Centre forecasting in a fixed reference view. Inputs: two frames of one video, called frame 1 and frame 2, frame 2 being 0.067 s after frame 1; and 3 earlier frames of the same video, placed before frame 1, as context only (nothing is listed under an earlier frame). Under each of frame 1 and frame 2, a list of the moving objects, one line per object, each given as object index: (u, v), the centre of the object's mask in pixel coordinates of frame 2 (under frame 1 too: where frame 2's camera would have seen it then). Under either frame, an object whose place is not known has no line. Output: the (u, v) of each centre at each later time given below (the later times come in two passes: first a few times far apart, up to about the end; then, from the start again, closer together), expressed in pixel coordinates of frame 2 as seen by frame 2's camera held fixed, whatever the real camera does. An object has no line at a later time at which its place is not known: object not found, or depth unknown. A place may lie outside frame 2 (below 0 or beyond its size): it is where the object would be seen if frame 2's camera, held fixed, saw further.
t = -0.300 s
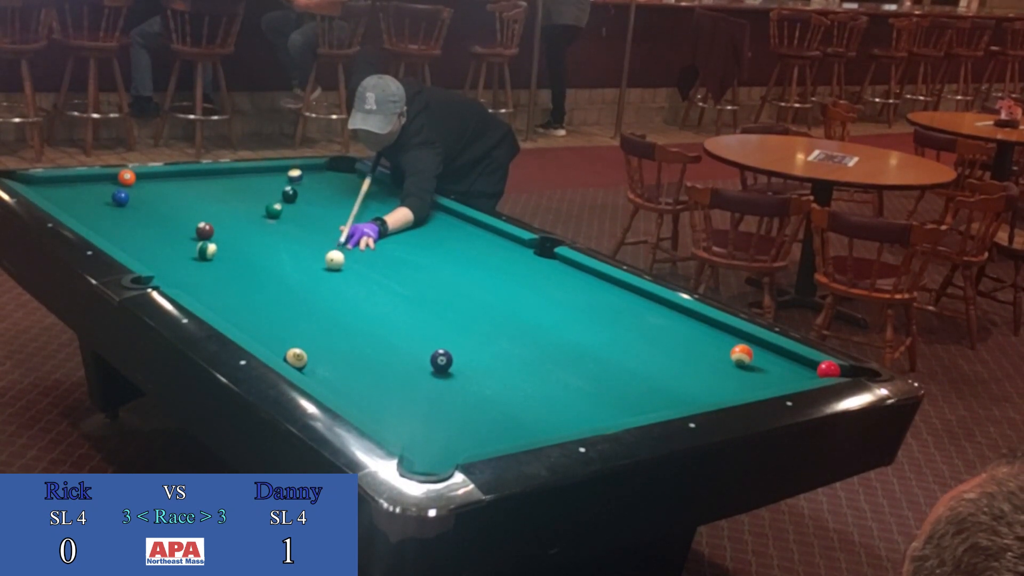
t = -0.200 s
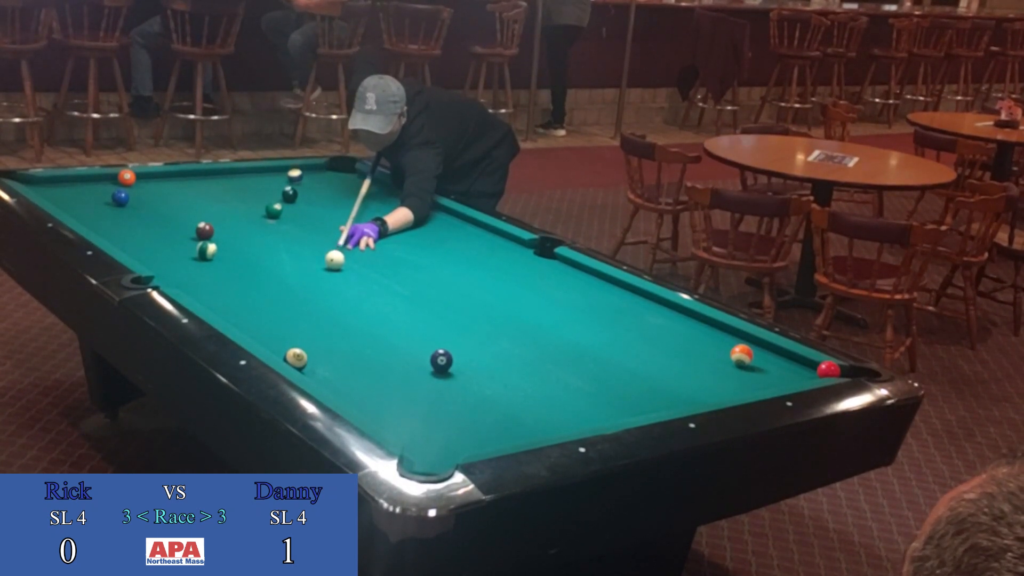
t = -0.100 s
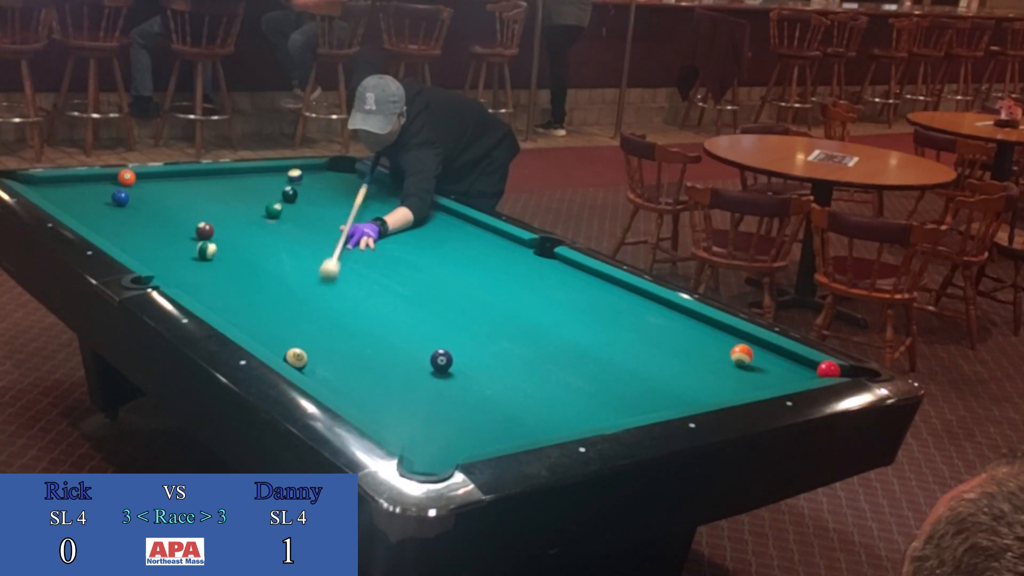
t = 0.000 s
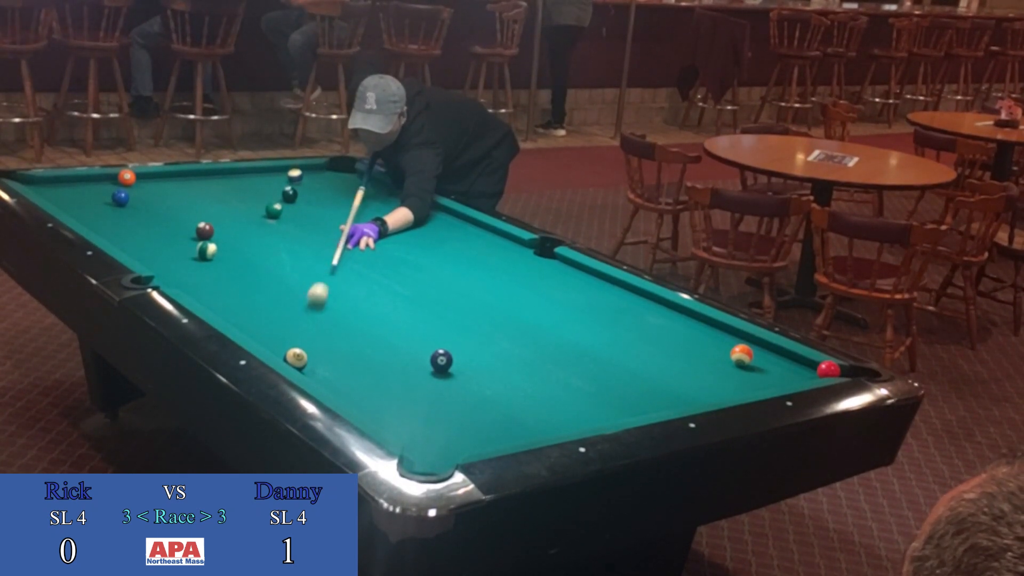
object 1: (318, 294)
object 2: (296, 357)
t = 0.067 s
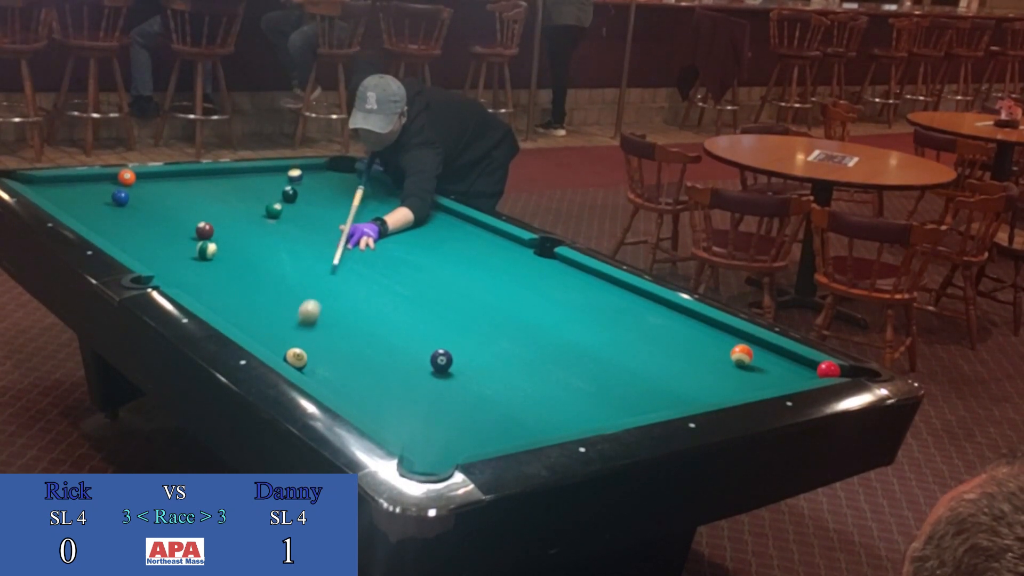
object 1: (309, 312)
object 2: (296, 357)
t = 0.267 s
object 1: (283, 349)
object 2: (316, 370)
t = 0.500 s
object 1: (322, 347)
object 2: (407, 410)
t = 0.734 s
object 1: (358, 347)
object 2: (493, 439)
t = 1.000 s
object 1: (396, 348)
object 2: (486, 414)
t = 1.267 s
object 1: (430, 347)
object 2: (483, 392)
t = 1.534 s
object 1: (463, 349)
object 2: (477, 371)
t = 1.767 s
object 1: (491, 349)
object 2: (473, 352)
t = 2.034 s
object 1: (516, 350)
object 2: (468, 338)
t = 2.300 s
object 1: (540, 350)
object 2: (464, 323)
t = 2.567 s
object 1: (561, 350)
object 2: (460, 310)
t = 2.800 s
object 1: (578, 350)
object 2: (458, 300)
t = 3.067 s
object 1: (594, 350)
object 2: (456, 290)
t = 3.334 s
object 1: (608, 350)
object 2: (453, 280)
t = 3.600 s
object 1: (619, 349)
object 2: (451, 272)
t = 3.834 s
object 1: (627, 349)
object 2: (448, 264)
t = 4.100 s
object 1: (633, 349)
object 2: (447, 257)
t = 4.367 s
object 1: (638, 349)
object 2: (444, 253)
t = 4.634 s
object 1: (640, 348)
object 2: (443, 247)
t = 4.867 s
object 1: (640, 348)
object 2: (442, 242)
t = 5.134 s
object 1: (640, 347)
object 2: (440, 239)
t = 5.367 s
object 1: (640, 348)
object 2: (439, 234)
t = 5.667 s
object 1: (640, 348)
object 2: (437, 232)
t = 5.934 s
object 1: (640, 348)
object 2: (437, 229)
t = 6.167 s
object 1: (640, 348)
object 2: (435, 226)
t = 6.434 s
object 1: (640, 348)
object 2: (433, 225)
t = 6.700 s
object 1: (640, 348)
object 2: (433, 225)
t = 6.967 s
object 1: (640, 348)
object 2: (432, 225)
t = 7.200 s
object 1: (640, 348)
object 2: (431, 224)
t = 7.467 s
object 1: (640, 348)
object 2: (431, 224)
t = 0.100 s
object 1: (305, 320)
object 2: (296, 357)
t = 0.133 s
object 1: (300, 329)
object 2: (296, 358)
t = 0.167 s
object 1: (296, 338)
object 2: (296, 358)
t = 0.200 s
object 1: (290, 344)
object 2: (297, 358)
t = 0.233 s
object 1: (282, 349)
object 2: (302, 363)
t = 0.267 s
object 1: (283, 349)
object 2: (316, 370)
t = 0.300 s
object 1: (288, 349)
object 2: (330, 378)
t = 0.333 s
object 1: (294, 348)
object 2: (344, 385)
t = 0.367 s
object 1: (300, 347)
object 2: (357, 392)
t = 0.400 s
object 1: (305, 347)
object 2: (367, 395)
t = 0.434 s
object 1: (311, 347)
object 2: (381, 399)
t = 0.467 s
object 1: (316, 347)
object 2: (396, 405)
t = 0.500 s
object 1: (322, 347)
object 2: (407, 410)
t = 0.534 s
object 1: (327, 347)
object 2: (419, 416)
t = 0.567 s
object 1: (332, 347)
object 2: (431, 418)
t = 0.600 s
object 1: (338, 347)
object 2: (446, 424)
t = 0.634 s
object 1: (343, 347)
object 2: (460, 430)
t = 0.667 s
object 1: (348, 347)
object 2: (472, 436)
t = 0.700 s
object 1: (353, 347)
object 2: (484, 438)
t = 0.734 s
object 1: (358, 347)
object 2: (493, 439)
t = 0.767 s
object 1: (363, 347)
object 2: (491, 435)
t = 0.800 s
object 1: (368, 348)
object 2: (494, 435)
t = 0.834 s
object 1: (372, 348)
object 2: (494, 433)
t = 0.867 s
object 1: (377, 348)
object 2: (492, 428)
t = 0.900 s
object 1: (382, 348)
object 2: (490, 420)
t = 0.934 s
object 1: (387, 348)
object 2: (491, 422)
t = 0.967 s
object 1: (392, 348)
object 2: (489, 419)
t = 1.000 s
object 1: (396, 348)
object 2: (486, 414)
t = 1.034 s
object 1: (401, 348)
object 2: (488, 413)
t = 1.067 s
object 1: (405, 348)
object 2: (488, 410)
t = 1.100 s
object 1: (410, 348)
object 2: (487, 407)
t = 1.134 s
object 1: (414, 348)
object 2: (486, 402)
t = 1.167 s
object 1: (418, 348)
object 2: (484, 395)
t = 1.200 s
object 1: (422, 348)
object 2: (485, 398)
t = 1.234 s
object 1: (426, 347)
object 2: (484, 395)
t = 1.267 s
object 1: (430, 347)
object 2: (483, 392)
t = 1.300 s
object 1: (434, 345)
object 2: (480, 386)
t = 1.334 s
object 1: (439, 345)
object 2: (481, 386)
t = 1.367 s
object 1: (444, 345)
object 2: (481, 384)
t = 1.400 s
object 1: (449, 346)
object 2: (481, 381)
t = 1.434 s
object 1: (453, 347)
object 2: (480, 376)
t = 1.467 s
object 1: (457, 348)
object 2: (479, 375)
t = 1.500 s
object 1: (460, 348)
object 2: (478, 373)
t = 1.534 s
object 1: (463, 349)
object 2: (477, 371)
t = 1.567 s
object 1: (467, 348)
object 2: (476, 369)
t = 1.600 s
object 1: (471, 347)
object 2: (474, 364)
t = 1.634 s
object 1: (475, 346)
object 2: (475, 363)
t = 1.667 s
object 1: (480, 345)
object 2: (475, 361)
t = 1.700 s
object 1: (484, 346)
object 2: (475, 360)
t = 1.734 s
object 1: (488, 348)
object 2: (474, 357)
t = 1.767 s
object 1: (491, 349)
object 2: (473, 352)
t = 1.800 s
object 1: (493, 349)
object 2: (472, 352)
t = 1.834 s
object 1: (496, 349)
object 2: (472, 350)
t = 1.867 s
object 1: (500, 349)
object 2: (471, 349)
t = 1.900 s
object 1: (503, 349)
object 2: (470, 346)
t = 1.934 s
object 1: (506, 349)
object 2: (469, 343)
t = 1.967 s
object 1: (510, 349)
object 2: (469, 341)
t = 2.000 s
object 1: (513, 349)
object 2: (468, 340)
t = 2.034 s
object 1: (516, 350)
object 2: (468, 338)
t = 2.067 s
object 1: (519, 349)
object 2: (468, 337)
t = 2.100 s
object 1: (522, 349)
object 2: (468, 333)
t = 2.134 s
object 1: (525, 349)
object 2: (467, 331)
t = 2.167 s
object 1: (528, 349)
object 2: (466, 330)
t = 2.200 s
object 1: (531, 349)
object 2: (466, 328)
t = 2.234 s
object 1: (534, 349)
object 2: (466, 326)
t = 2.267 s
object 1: (537, 349)
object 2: (465, 326)
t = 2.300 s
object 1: (540, 350)
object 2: (464, 323)
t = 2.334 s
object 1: (543, 350)
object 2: (463, 321)
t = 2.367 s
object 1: (545, 350)
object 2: (463, 320)
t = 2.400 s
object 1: (548, 350)
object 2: (462, 318)
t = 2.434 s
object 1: (551, 350)
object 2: (462, 317)
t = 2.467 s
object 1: (553, 350)
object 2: (462, 316)
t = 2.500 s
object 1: (556, 350)
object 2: (462, 314)
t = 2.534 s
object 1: (558, 350)
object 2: (461, 312)
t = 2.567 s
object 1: (561, 350)
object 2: (460, 310)
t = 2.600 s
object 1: (564, 350)
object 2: (460, 309)
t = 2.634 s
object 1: (566, 350)
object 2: (460, 307)
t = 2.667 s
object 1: (568, 350)
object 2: (459, 307)
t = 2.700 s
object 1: (571, 350)
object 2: (459, 305)
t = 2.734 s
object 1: (573, 350)
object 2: (458, 303)
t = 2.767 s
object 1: (575, 350)
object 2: (458, 302)
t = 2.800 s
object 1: (578, 350)
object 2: (458, 300)
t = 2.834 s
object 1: (580, 350)
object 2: (458, 299)
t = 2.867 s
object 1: (582, 350)
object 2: (457, 298)
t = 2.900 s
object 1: (585, 350)
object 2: (457, 297)
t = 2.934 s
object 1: (586, 350)
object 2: (457, 296)
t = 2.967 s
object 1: (588, 350)
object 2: (457, 294)
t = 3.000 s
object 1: (590, 350)
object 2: (456, 292)
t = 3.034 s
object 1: (592, 350)
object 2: (456, 291)
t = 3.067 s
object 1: (594, 350)
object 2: (456, 290)
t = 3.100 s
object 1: (596, 350)
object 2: (455, 289)
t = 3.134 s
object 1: (598, 350)
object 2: (455, 288)
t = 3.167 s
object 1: (600, 350)
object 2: (455, 287)
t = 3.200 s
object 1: (601, 350)
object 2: (454, 285)
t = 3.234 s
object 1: (603, 350)
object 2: (453, 283)
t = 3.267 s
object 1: (605, 350)
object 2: (453, 282)
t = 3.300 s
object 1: (606, 350)
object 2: (453, 282)
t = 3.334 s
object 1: (608, 350)
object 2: (453, 280)
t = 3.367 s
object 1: (609, 350)
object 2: (452, 279)
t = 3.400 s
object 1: (611, 350)
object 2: (452, 279)
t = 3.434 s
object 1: (613, 349)
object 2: (452, 278)
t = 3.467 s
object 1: (614, 349)
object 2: (452, 276)
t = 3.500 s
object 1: (615, 350)
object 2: (452, 275)
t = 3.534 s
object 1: (617, 350)
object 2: (451, 274)
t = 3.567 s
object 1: (618, 350)
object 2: (451, 273)
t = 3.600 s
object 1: (619, 349)
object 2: (451, 272)
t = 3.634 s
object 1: (620, 349)
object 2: (450, 271)
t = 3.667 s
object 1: (621, 349)
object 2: (450, 270)
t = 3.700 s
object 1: (622, 349)
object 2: (450, 270)
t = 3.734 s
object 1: (623, 349)
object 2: (449, 269)
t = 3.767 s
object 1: (625, 349)
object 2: (449, 267)
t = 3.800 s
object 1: (626, 349)
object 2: (448, 265)
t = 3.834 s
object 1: (627, 349)
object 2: (448, 264)
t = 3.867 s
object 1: (628, 349)
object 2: (448, 264)
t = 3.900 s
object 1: (628, 349)
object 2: (448, 263)
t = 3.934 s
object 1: (629, 349)
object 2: (447, 262)
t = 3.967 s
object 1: (630, 349)
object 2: (447, 262)
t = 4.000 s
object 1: (631, 349)
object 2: (447, 262)
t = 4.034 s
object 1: (632, 349)
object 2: (447, 261)
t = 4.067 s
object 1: (633, 349)
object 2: (447, 259)
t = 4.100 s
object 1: (633, 349)
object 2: (447, 257)
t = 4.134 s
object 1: (634, 349)
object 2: (446, 257)
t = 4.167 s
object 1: (635, 349)
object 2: (446, 256)
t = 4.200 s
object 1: (635, 349)
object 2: (446, 256)
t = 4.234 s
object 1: (636, 349)
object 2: (445, 255)
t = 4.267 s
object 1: (637, 348)
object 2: (445, 254)
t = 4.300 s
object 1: (637, 348)
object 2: (445, 254)
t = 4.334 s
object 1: (638, 349)
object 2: (444, 254)
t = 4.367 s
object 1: (638, 349)
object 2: (444, 253)
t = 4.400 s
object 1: (638, 348)
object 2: (444, 251)
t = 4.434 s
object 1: (639, 348)
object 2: (444, 250)
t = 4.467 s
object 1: (639, 348)
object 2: (443, 249)
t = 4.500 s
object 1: (639, 348)
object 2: (443, 249)
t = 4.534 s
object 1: (639, 348)
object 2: (443, 248)
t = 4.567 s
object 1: (640, 348)
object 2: (443, 248)
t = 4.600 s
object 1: (640, 348)
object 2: (443, 247)
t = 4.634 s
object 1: (640, 348)
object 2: (443, 247)
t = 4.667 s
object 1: (640, 348)
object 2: (443, 246)
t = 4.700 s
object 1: (640, 348)
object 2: (442, 246)
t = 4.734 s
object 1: (640, 348)
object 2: (443, 246)
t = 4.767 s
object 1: (640, 348)
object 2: (443, 245)
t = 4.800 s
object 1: (640, 348)
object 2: (443, 244)
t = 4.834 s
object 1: (640, 348)
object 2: (443, 242)
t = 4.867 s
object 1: (640, 348)
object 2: (442, 242)
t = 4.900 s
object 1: (640, 348)
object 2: (442, 241)
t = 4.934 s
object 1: (640, 348)
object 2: (442, 241)
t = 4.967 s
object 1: (640, 348)
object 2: (441, 241)
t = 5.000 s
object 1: (640, 348)
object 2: (441, 240)
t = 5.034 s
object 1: (640, 348)
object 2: (441, 240)
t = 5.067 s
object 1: (640, 348)
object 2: (441, 239)
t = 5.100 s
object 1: (640, 348)
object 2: (441, 239)
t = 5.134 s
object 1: (640, 347)
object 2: (440, 239)
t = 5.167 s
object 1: (640, 347)
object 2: (440, 239)
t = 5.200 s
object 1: (640, 348)
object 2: (439, 238)
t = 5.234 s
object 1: (640, 348)
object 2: (439, 237)
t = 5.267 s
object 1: (640, 348)
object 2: (439, 236)
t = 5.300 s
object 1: (640, 348)
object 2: (439, 235)
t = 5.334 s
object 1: (640, 348)
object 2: (439, 234)
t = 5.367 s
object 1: (640, 348)
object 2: (439, 234)
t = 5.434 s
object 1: (640, 348)
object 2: (438, 234)
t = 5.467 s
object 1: (640, 348)
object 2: (438, 234)
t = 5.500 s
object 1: (640, 348)
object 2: (438, 233)
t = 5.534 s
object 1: (640, 348)
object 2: (438, 233)
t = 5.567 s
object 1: (640, 348)
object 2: (438, 232)
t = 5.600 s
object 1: (640, 348)
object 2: (438, 232)
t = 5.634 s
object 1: (640, 348)
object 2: (437, 232)
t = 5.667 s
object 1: (640, 348)
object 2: (437, 232)
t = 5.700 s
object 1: (640, 348)
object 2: (437, 231)
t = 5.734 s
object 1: (640, 348)
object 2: (437, 232)
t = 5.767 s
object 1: (640, 348)
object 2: (438, 232)
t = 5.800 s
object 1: (640, 348)
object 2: (438, 232)
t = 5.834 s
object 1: (640, 348)
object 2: (437, 231)
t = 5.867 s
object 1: (640, 348)
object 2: (438, 230)
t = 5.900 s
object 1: (640, 348)
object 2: (437, 229)
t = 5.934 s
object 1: (640, 348)
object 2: (437, 229)
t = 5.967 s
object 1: (640, 348)
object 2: (437, 228)
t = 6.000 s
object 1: (640, 348)
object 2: (437, 227)
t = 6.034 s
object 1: (640, 348)
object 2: (436, 227)
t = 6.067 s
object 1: (640, 348)
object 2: (436, 226)
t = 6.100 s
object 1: (640, 348)
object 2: (436, 226)
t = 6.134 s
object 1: (640, 348)
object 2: (435, 227)
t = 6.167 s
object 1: (640, 348)
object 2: (435, 226)
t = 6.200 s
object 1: (640, 348)
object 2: (435, 226)
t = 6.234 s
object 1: (640, 348)
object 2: (435, 226)
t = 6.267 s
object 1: (640, 348)
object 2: (434, 226)
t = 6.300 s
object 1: (640, 348)
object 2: (434, 226)
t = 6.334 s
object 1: (640, 348)
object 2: (434, 226)
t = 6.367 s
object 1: (640, 348)
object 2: (434, 226)
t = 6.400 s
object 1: (640, 348)
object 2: (434, 225)
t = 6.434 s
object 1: (640, 348)
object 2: (433, 225)
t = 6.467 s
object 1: (640, 348)
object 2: (433, 225)
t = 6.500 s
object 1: (640, 348)
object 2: (433, 225)
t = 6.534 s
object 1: (640, 348)
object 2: (433, 225)
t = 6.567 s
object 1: (640, 348)
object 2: (433, 225)
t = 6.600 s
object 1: (640, 348)
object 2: (433, 225)
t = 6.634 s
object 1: (640, 348)
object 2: (433, 225)
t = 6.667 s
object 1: (640, 348)
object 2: (433, 224)
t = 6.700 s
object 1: (640, 348)
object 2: (433, 225)
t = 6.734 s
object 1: (640, 348)
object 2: (433, 225)
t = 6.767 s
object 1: (640, 348)
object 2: (433, 225)
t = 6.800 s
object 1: (640, 348)
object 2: (433, 226)
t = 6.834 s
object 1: (640, 348)
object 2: (432, 225)
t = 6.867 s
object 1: (640, 348)
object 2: (432, 225)
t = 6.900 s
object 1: (640, 348)
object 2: (432, 225)
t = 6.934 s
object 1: (640, 348)
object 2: (432, 225)
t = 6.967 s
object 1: (640, 348)
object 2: (432, 225)
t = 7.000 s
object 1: (640, 348)
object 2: (432, 224)
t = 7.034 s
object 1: (640, 348)
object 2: (432, 224)
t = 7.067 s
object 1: (640, 348)
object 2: (432, 224)
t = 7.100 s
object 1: (640, 348)
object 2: (431, 224)
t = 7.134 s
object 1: (640, 348)
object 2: (431, 224)
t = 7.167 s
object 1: (640, 348)
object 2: (431, 224)
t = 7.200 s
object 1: (640, 348)
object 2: (431, 224)
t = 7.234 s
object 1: (640, 348)
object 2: (431, 224)
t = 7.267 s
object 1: (640, 348)
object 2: (431, 224)
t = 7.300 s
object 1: (640, 348)
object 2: (431, 224)
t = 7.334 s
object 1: (640, 348)
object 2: (431, 224)
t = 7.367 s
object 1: (640, 348)
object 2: (431, 224)
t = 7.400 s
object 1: (640, 348)
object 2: (431, 224)
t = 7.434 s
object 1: (640, 348)
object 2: (431, 224)
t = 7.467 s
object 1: (640, 348)
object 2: (431, 224)
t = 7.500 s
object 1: (640, 348)
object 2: (431, 225)
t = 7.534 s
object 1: (640, 348)
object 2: (431, 224)
